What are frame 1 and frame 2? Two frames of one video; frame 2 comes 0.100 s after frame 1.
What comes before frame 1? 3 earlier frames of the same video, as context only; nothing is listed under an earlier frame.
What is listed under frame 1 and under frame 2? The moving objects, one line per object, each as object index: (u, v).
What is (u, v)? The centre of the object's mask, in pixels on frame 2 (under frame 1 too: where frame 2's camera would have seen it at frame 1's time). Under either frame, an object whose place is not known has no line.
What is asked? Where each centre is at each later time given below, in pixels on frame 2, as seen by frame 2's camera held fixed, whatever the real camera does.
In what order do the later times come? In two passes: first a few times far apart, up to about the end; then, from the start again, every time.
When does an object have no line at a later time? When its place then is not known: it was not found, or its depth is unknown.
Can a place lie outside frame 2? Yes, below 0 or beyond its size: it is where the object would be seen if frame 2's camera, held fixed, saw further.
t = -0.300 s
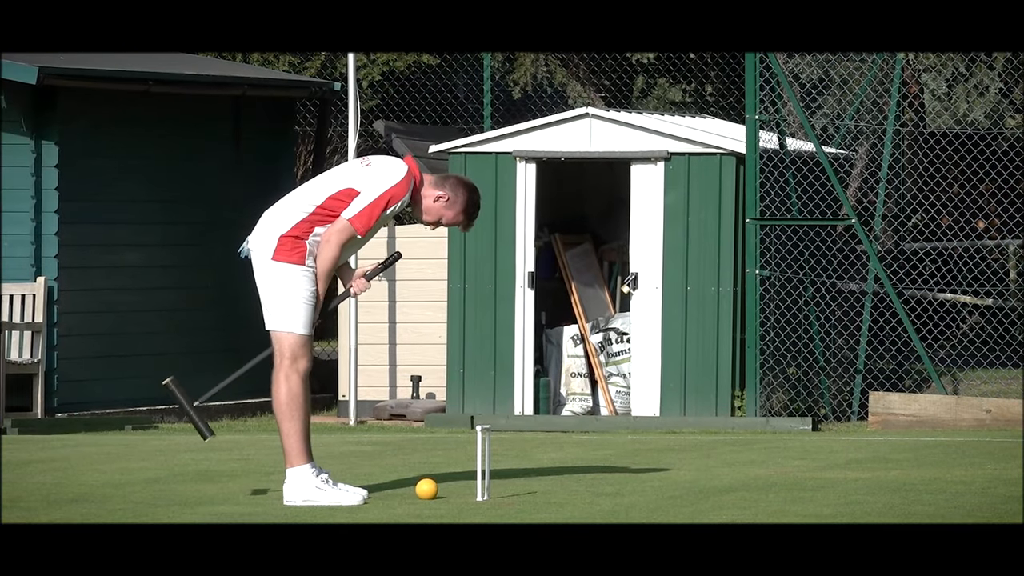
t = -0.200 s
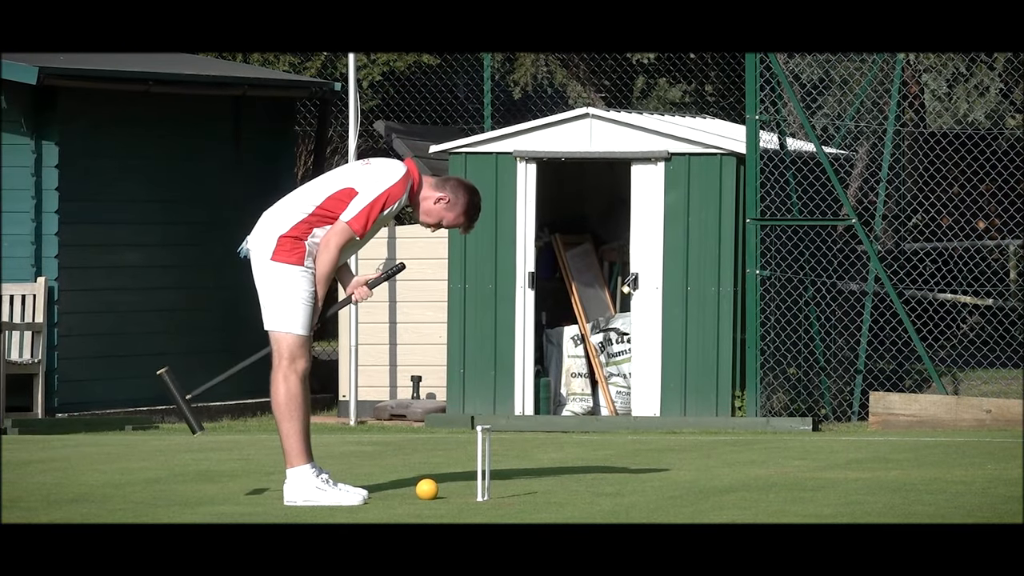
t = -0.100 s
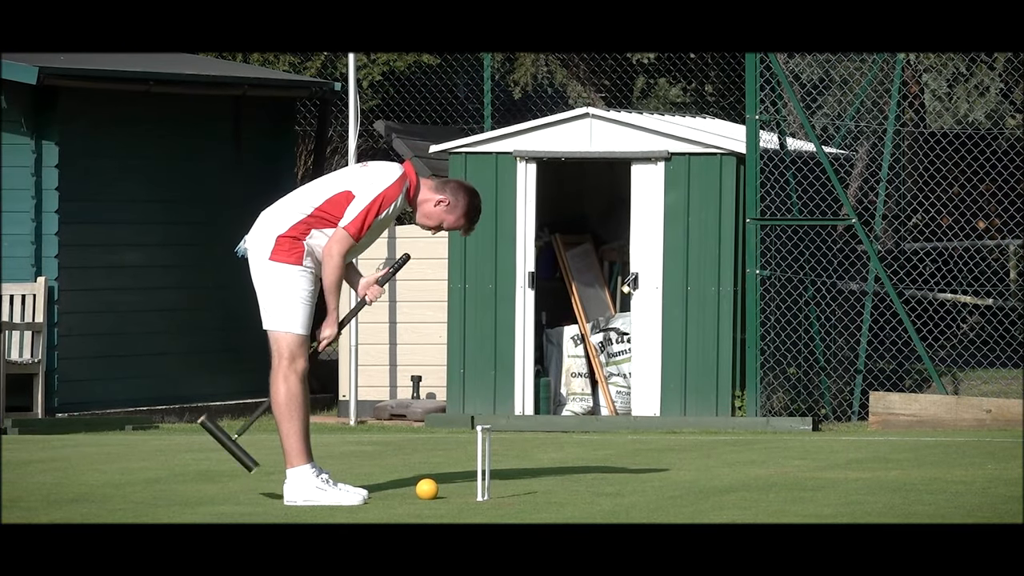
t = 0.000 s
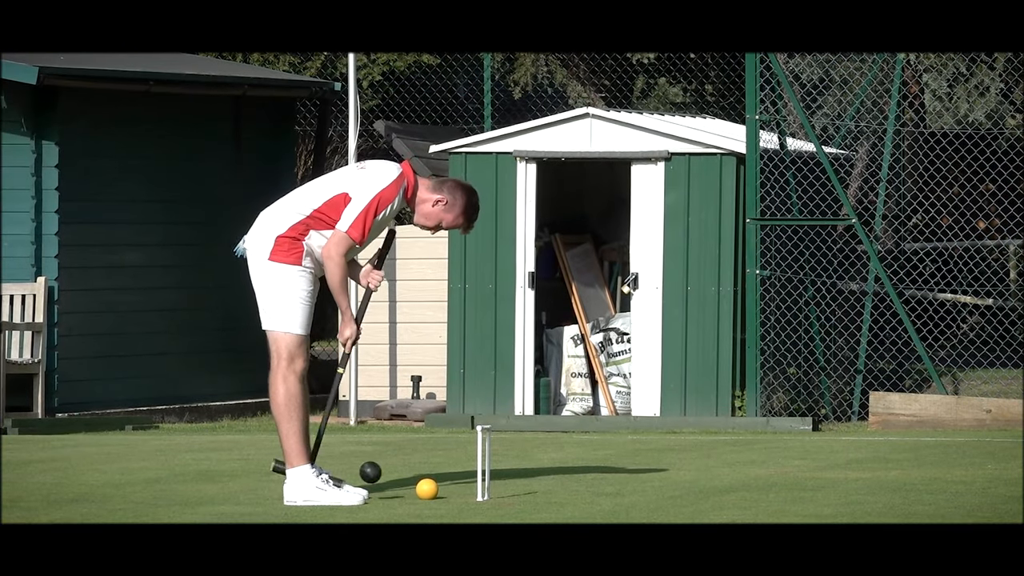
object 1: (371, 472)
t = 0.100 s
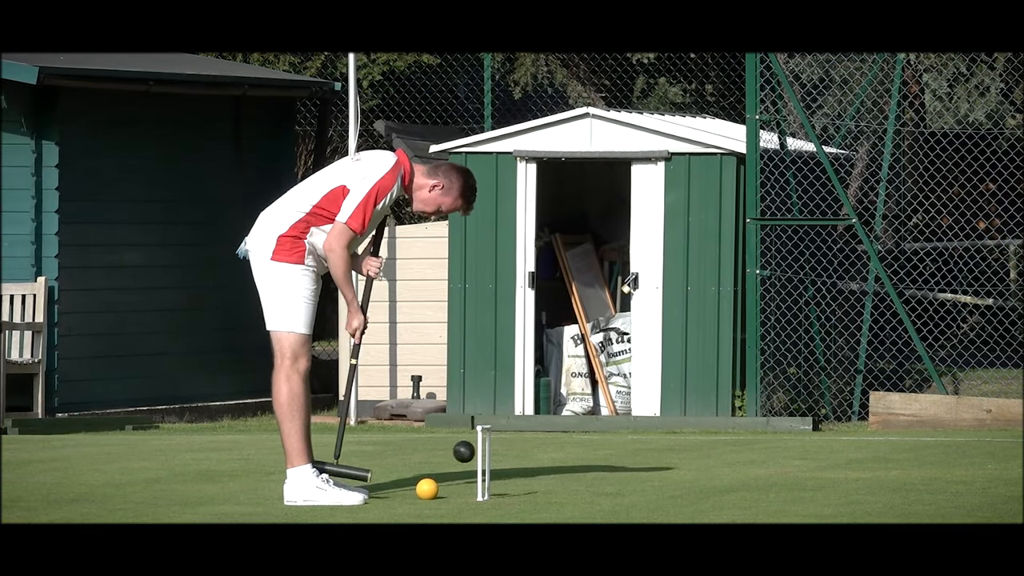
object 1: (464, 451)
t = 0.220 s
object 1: (523, 458)
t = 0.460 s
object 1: (640, 484)
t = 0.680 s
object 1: (763, 496)
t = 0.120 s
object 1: (481, 450)
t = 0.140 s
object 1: (491, 450)
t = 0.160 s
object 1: (498, 450)
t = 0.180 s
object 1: (507, 452)
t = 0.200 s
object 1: (515, 454)
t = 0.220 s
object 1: (523, 458)
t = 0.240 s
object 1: (531, 462)
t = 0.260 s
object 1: (539, 468)
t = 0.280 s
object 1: (548, 474)
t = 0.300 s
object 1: (556, 482)
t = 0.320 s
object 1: (564, 490)
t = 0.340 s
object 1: (573, 494)
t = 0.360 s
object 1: (585, 491)
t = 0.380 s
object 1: (596, 487)
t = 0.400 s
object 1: (607, 485)
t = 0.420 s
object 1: (618, 484)
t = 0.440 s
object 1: (630, 483)
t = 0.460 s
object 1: (640, 484)
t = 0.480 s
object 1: (652, 486)
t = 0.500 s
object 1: (663, 488)
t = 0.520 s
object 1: (674, 492)
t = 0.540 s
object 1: (686, 495)
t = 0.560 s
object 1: (697, 494)
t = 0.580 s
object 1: (708, 493)
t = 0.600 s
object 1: (719, 493)
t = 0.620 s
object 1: (729, 493)
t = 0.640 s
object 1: (740, 495)
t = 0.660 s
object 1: (751, 496)
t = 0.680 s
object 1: (763, 496)
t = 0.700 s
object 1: (773, 496)
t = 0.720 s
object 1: (784, 496)
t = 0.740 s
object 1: (794, 497)
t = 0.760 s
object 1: (803, 497)
